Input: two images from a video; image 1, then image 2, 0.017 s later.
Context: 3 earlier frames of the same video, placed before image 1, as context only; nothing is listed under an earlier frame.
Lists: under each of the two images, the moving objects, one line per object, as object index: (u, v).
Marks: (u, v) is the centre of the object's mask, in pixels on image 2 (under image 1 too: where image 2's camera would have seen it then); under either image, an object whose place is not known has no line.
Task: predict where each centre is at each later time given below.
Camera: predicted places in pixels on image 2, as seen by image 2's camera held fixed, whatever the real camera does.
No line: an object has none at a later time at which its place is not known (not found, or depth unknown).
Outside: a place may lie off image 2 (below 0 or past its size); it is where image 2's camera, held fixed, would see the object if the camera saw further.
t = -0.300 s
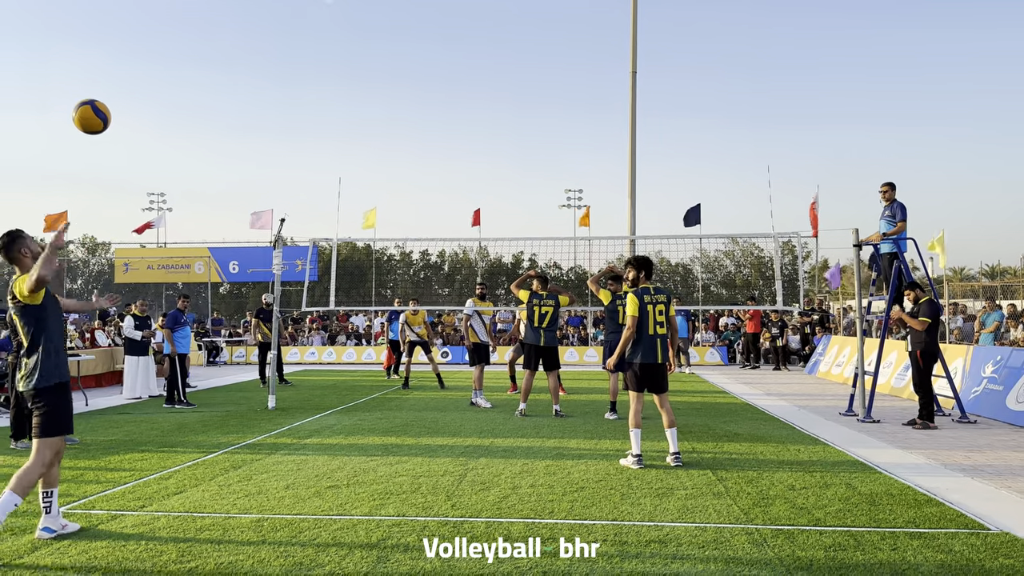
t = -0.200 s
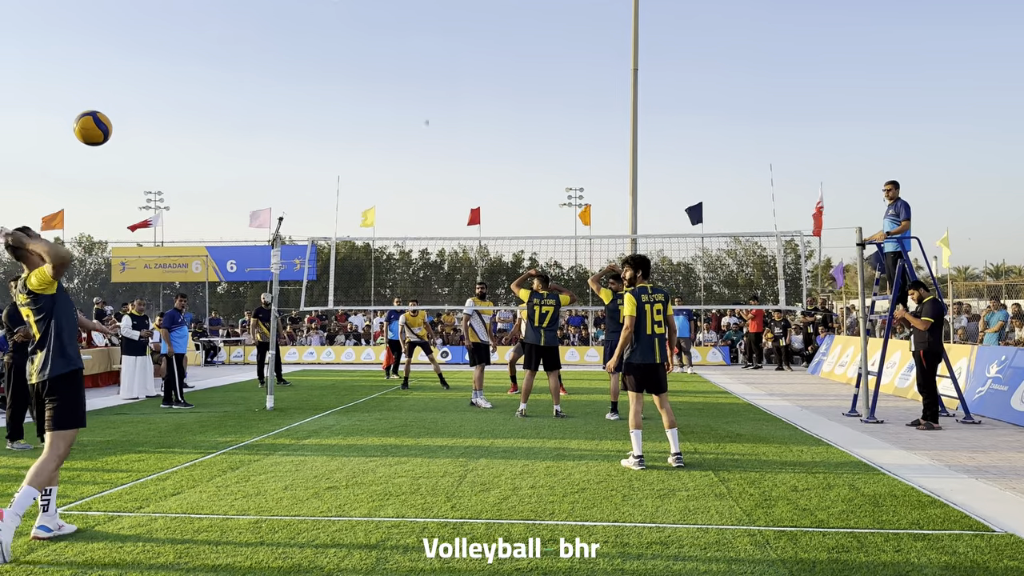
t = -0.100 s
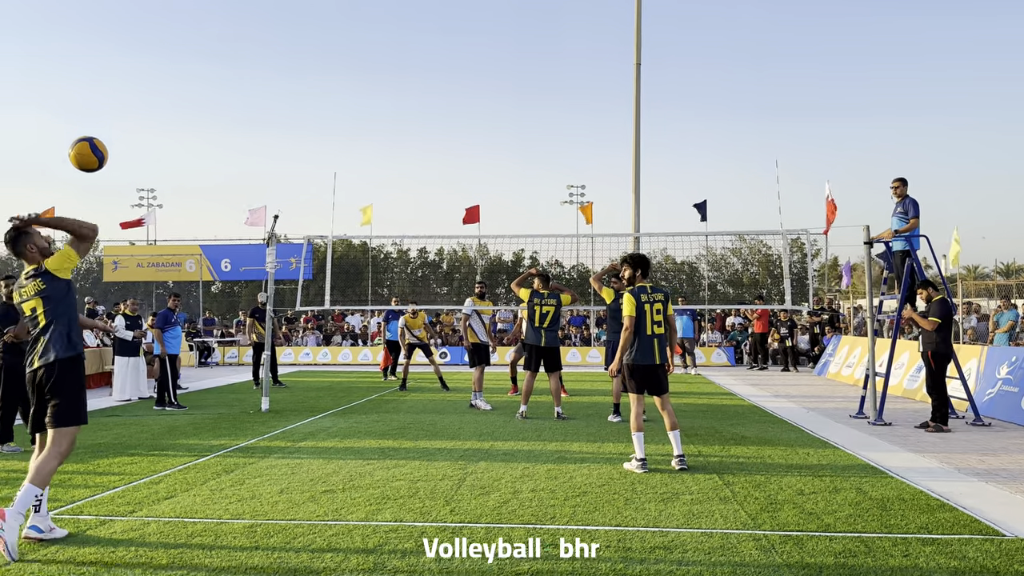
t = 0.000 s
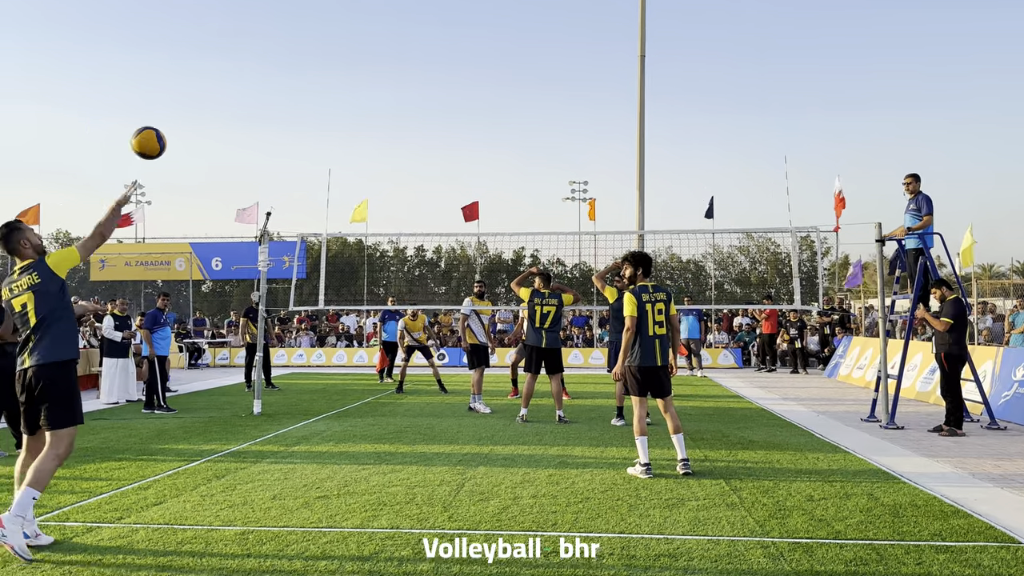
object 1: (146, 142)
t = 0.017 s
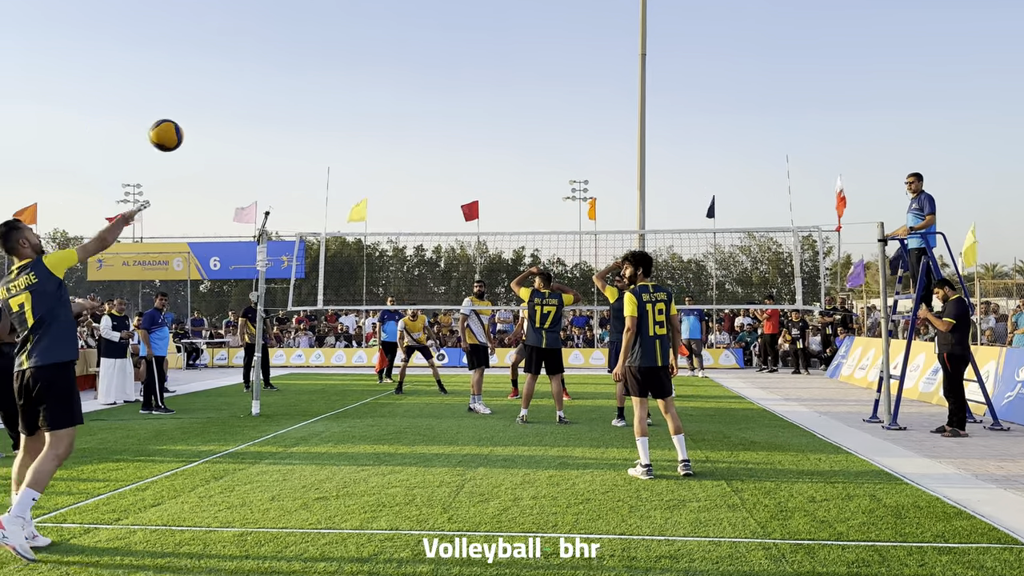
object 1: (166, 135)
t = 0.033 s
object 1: (184, 130)
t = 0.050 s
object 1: (201, 124)
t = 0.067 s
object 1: (216, 119)
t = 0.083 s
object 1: (231, 115)
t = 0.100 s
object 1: (245, 111)
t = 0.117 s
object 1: (258, 108)
